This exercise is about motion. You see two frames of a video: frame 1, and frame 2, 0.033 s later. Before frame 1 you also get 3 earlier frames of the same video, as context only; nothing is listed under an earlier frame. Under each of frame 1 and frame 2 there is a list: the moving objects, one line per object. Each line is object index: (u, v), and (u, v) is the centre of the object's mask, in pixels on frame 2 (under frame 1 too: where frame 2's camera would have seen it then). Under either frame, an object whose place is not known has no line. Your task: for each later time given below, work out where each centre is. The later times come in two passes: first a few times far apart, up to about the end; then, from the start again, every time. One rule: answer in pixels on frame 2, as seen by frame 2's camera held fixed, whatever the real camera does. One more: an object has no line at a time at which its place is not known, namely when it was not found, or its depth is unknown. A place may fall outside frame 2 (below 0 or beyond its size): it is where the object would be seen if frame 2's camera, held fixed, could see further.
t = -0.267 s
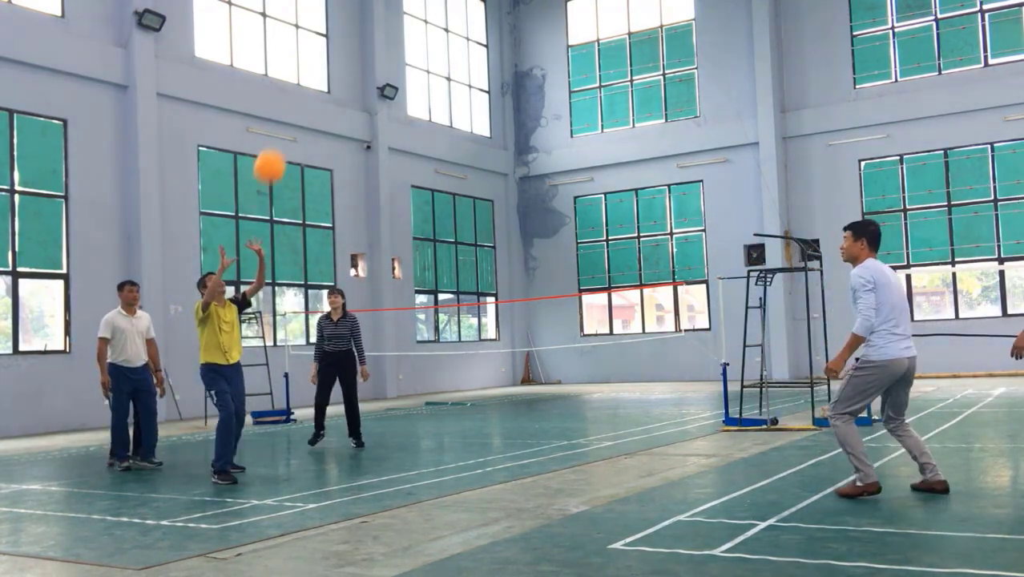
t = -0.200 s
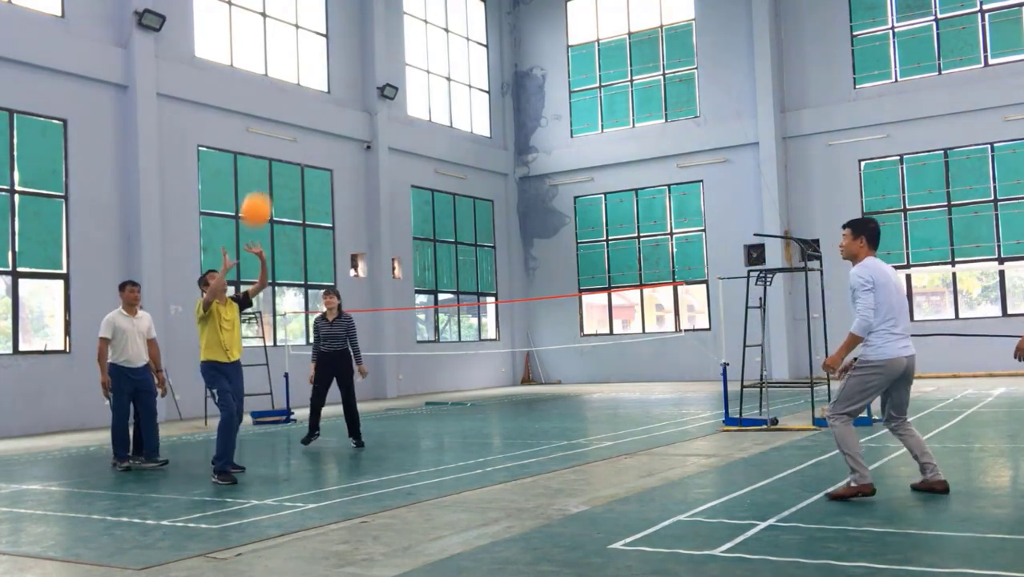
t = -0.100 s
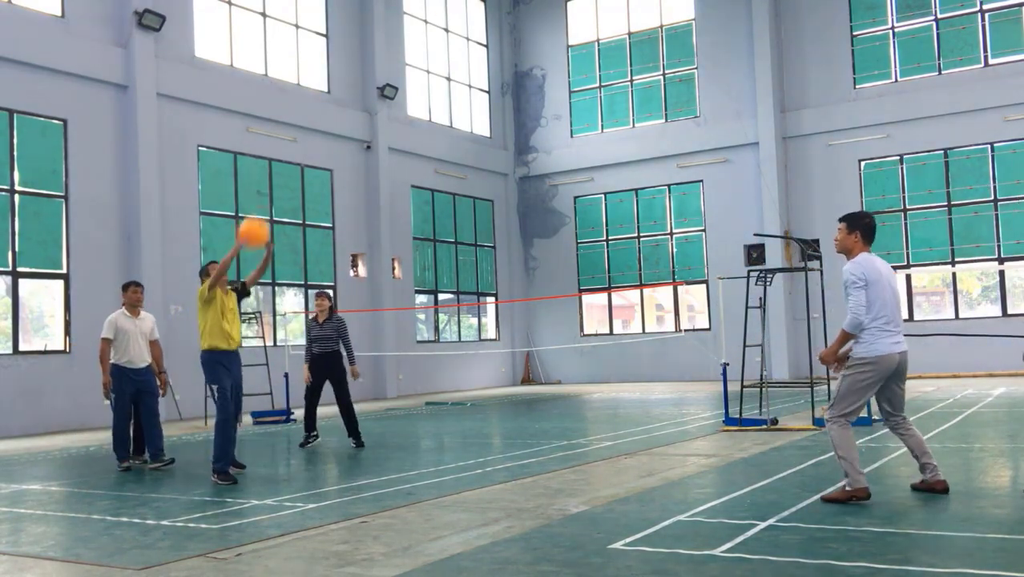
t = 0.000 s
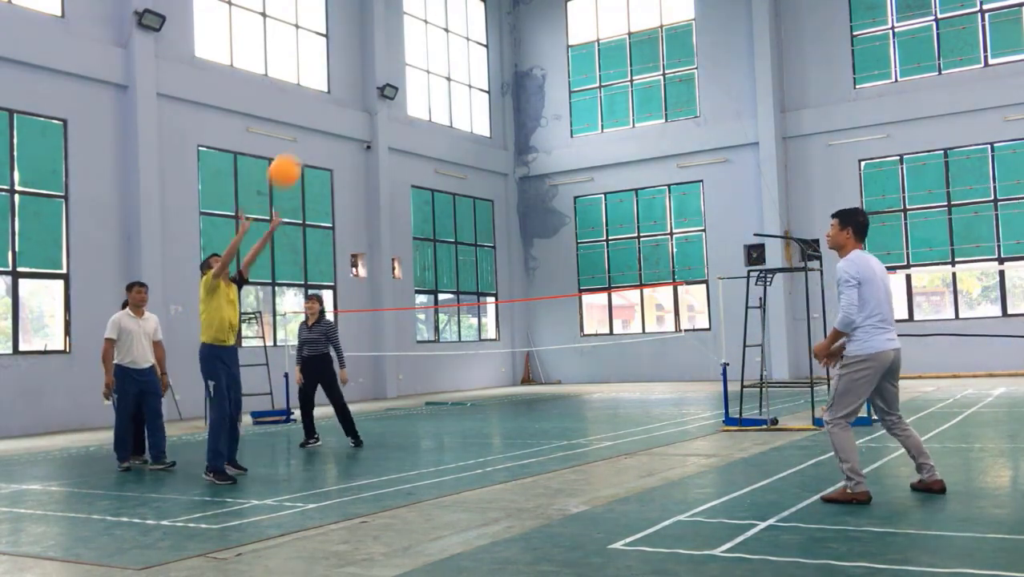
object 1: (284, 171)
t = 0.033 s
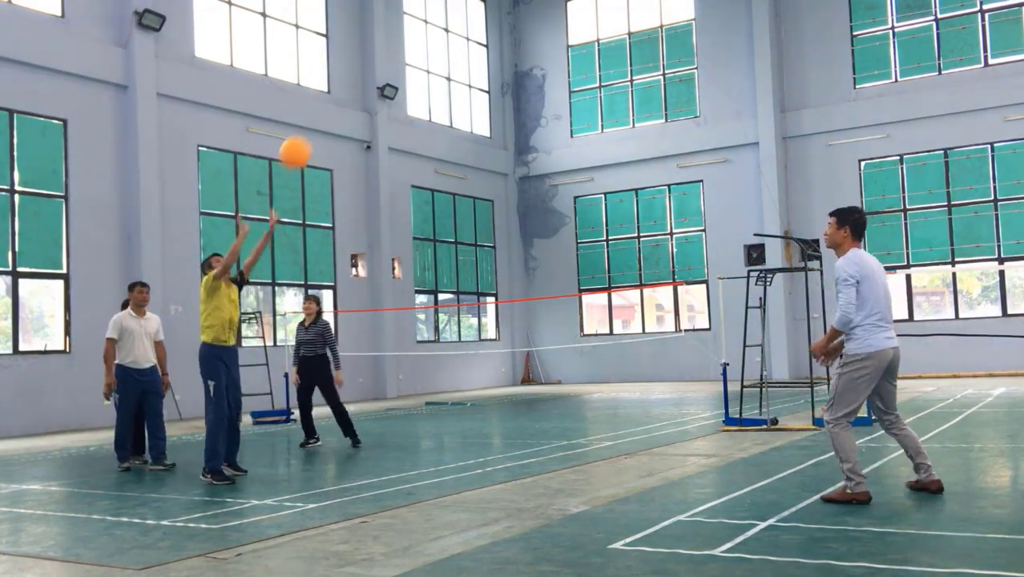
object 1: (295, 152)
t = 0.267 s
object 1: (368, 62)
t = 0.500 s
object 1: (447, 39)
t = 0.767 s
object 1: (545, 110)
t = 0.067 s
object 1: (305, 135)
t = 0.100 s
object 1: (316, 120)
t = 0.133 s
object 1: (326, 106)
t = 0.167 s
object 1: (338, 93)
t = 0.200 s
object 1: (348, 81)
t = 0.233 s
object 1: (358, 71)
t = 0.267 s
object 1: (368, 62)
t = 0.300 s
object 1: (379, 54)
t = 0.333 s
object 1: (389, 48)
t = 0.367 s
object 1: (399, 43)
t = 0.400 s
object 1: (411, 40)
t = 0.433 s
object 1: (424, 37)
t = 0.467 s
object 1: (436, 37)
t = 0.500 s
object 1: (447, 39)
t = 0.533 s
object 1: (459, 42)
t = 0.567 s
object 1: (473, 47)
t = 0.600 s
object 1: (486, 53)
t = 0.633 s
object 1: (498, 61)
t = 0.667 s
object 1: (508, 70)
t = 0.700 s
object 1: (520, 82)
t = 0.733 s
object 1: (532, 95)
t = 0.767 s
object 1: (545, 110)
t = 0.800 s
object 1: (558, 127)
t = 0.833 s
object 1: (571, 147)
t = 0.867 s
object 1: (585, 168)
